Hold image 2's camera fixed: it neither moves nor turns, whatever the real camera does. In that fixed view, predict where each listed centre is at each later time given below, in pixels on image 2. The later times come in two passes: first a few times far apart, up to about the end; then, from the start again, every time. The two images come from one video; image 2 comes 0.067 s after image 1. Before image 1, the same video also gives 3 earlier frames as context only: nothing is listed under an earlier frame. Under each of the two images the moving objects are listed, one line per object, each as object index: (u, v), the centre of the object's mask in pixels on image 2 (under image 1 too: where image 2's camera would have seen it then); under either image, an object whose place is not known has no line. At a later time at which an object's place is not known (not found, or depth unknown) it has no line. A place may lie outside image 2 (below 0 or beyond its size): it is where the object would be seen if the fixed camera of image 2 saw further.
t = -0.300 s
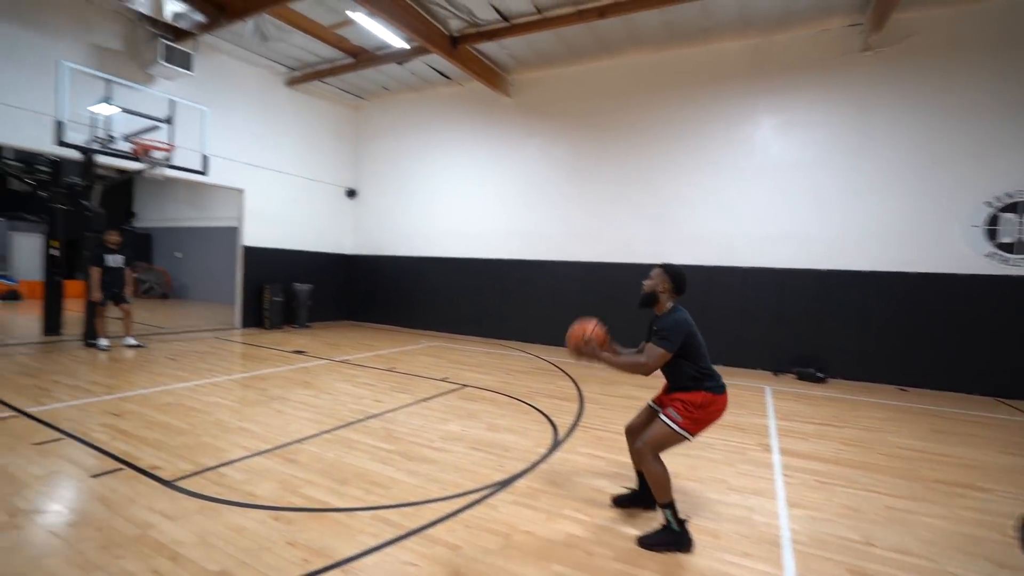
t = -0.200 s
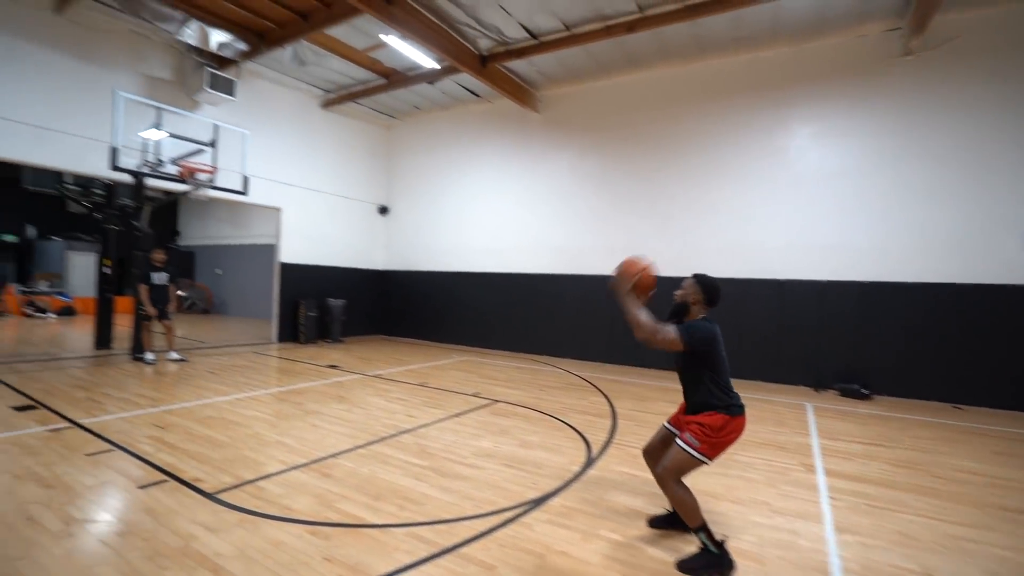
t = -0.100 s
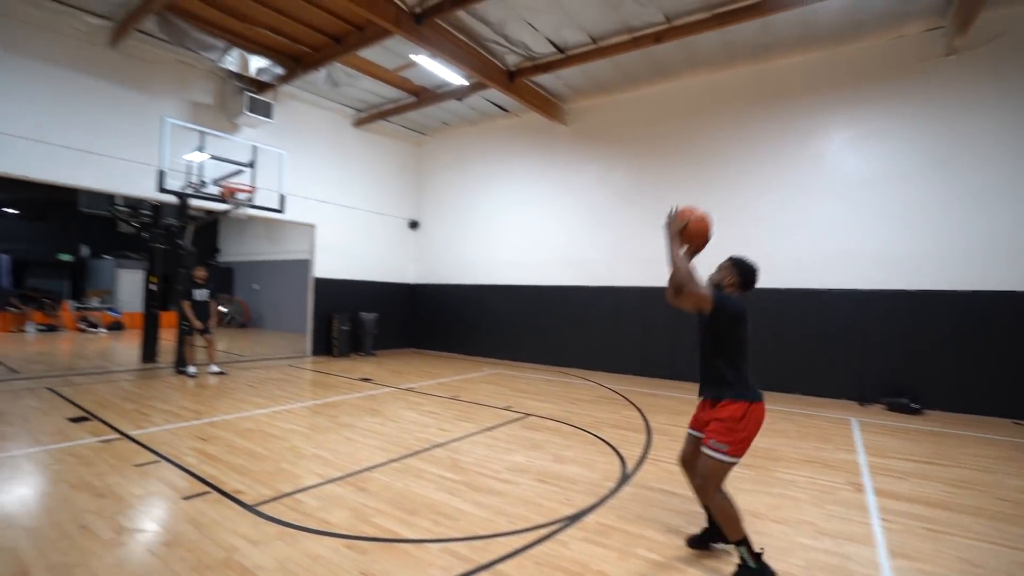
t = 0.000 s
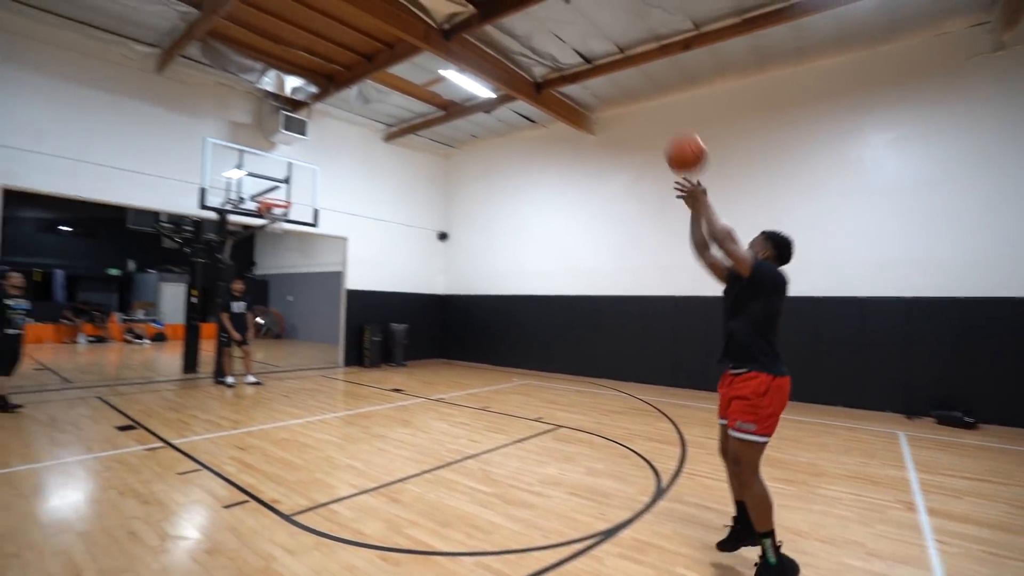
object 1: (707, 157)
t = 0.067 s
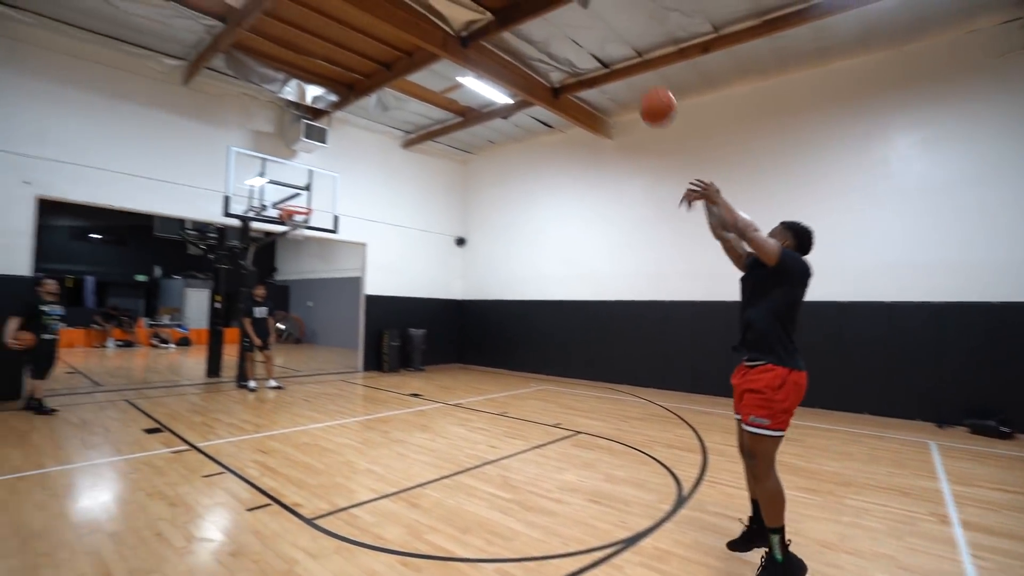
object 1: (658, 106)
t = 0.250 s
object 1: (556, 27)
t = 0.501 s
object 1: (466, 5)
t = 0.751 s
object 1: (405, 36)
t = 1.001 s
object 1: (358, 98)
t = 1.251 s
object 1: (323, 184)
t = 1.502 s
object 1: (380, 219)
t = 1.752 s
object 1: (465, 272)
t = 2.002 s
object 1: (544, 369)
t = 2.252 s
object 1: (612, 352)
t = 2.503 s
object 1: (678, 305)
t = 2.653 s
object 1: (718, 297)
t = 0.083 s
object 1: (646, 96)
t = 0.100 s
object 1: (636, 86)
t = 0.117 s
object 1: (625, 77)
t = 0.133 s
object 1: (616, 68)
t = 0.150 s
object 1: (607, 62)
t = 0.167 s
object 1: (597, 54)
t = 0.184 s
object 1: (588, 48)
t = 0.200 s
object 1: (580, 42)
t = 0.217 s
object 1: (572, 37)
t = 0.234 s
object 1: (564, 32)
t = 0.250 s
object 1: (556, 27)
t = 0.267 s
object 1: (550, 24)
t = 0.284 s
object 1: (542, 20)
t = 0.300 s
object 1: (535, 17)
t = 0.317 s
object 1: (528, 14)
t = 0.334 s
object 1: (522, 12)
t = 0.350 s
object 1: (516, 10)
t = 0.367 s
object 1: (510, 9)
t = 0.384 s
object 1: (504, 8)
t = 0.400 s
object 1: (499, 6)
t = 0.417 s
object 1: (493, 5)
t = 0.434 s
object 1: (487, 7)
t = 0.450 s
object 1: (482, 5)
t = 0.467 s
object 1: (477, 6)
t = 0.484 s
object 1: (471, 6)
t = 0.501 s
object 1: (466, 5)
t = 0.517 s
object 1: (461, 5)
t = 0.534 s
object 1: (457, 7)
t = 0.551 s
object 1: (452, 8)
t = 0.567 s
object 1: (448, 9)
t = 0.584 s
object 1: (444, 10)
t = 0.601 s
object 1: (439, 12)
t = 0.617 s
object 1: (435, 15)
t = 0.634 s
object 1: (431, 17)
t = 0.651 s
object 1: (426, 20)
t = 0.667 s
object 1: (423, 23)
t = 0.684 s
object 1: (419, 27)
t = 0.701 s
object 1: (415, 27)
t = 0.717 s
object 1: (412, 30)
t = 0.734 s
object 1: (408, 33)
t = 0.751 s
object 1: (405, 36)
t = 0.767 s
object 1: (401, 40)
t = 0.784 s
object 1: (398, 43)
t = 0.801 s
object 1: (395, 46)
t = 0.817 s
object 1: (392, 51)
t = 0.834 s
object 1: (389, 55)
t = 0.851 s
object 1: (386, 58)
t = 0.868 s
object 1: (382, 62)
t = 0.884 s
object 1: (379, 67)
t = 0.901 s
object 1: (376, 71)
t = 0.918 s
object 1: (373, 75)
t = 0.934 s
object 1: (370, 79)
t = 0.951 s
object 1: (367, 84)
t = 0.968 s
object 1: (364, 88)
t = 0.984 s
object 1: (362, 92)
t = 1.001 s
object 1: (358, 98)
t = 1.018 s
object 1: (356, 103)
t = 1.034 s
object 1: (354, 108)
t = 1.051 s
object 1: (351, 114)
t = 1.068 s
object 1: (349, 119)
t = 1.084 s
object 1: (346, 125)
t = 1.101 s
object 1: (344, 131)
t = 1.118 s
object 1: (342, 136)
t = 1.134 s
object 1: (339, 142)
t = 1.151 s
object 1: (336, 148)
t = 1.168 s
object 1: (334, 154)
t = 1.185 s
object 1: (332, 159)
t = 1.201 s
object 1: (329, 166)
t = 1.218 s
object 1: (327, 172)
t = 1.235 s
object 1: (325, 178)
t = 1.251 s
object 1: (323, 184)
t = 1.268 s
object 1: (320, 190)
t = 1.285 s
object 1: (318, 197)
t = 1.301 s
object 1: (315, 204)
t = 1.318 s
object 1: (317, 207)
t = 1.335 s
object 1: (323, 207)
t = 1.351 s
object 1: (328, 207)
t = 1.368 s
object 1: (334, 208)
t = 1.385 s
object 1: (340, 209)
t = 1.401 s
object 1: (346, 210)
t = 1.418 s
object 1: (351, 211)
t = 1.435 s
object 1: (357, 212)
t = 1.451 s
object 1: (363, 214)
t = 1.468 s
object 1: (369, 215)
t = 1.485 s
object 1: (375, 217)
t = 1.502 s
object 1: (380, 219)
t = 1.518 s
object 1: (386, 222)
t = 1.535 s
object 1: (392, 224)
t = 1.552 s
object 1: (398, 227)
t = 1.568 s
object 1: (404, 229)
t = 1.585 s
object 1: (409, 232)
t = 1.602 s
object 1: (415, 236)
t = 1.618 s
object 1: (421, 239)
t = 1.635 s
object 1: (426, 242)
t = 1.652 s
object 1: (432, 246)
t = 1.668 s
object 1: (437, 250)
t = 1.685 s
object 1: (443, 254)
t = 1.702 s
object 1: (449, 258)
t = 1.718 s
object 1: (454, 263)
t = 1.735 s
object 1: (460, 267)
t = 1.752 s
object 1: (465, 272)
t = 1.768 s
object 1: (470, 277)
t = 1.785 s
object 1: (476, 282)
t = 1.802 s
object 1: (481, 288)
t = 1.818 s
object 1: (486, 294)
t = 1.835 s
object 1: (491, 300)
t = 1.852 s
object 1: (496, 306)
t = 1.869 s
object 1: (501, 312)
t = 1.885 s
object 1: (507, 319)
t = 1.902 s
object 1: (512, 326)
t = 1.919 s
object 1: (517, 332)
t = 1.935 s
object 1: (522, 340)
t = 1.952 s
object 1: (527, 347)
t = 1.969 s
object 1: (533, 355)
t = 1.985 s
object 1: (538, 362)
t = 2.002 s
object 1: (544, 369)
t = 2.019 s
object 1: (550, 377)
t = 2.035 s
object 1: (556, 386)
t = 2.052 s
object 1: (563, 396)
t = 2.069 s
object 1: (570, 405)
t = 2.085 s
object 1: (575, 409)
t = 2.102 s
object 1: (579, 402)
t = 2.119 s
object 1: (582, 396)
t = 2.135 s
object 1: (585, 391)
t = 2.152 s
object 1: (587, 382)
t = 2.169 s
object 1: (591, 377)
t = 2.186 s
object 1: (595, 372)
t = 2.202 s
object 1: (599, 367)
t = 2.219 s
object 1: (604, 362)
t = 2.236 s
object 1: (608, 357)
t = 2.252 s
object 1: (612, 352)
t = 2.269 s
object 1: (617, 348)
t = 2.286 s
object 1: (621, 343)
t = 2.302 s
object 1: (625, 339)
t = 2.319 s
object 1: (630, 335)
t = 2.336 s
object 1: (634, 331)
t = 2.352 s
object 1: (638, 328)
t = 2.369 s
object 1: (642, 324)
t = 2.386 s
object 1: (647, 321)
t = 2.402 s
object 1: (651, 318)
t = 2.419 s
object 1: (656, 315)
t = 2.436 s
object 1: (660, 313)
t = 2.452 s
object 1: (665, 310)
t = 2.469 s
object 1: (669, 308)
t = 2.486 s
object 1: (673, 307)
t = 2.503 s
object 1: (678, 305)
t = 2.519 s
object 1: (682, 303)
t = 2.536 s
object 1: (687, 302)
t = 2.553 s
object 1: (691, 301)
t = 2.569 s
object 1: (696, 300)
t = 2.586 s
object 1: (700, 299)
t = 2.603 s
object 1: (704, 298)
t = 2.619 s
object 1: (709, 297)
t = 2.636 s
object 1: (713, 297)
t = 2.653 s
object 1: (718, 297)
